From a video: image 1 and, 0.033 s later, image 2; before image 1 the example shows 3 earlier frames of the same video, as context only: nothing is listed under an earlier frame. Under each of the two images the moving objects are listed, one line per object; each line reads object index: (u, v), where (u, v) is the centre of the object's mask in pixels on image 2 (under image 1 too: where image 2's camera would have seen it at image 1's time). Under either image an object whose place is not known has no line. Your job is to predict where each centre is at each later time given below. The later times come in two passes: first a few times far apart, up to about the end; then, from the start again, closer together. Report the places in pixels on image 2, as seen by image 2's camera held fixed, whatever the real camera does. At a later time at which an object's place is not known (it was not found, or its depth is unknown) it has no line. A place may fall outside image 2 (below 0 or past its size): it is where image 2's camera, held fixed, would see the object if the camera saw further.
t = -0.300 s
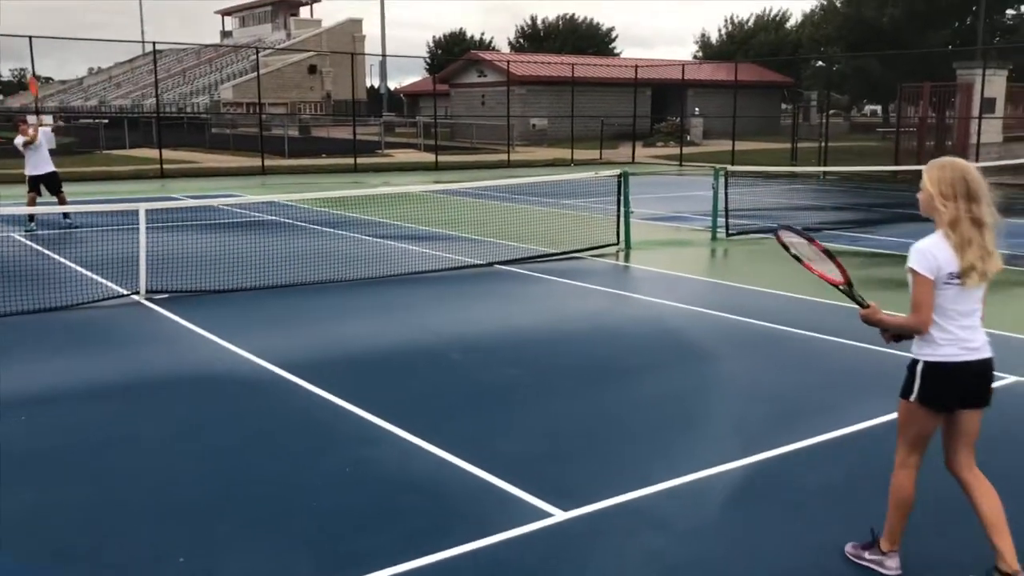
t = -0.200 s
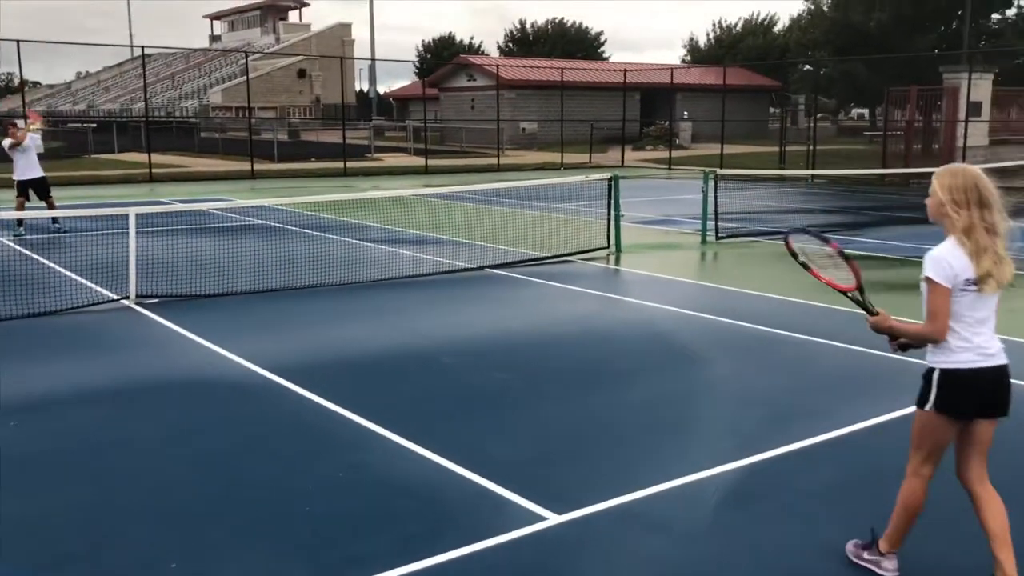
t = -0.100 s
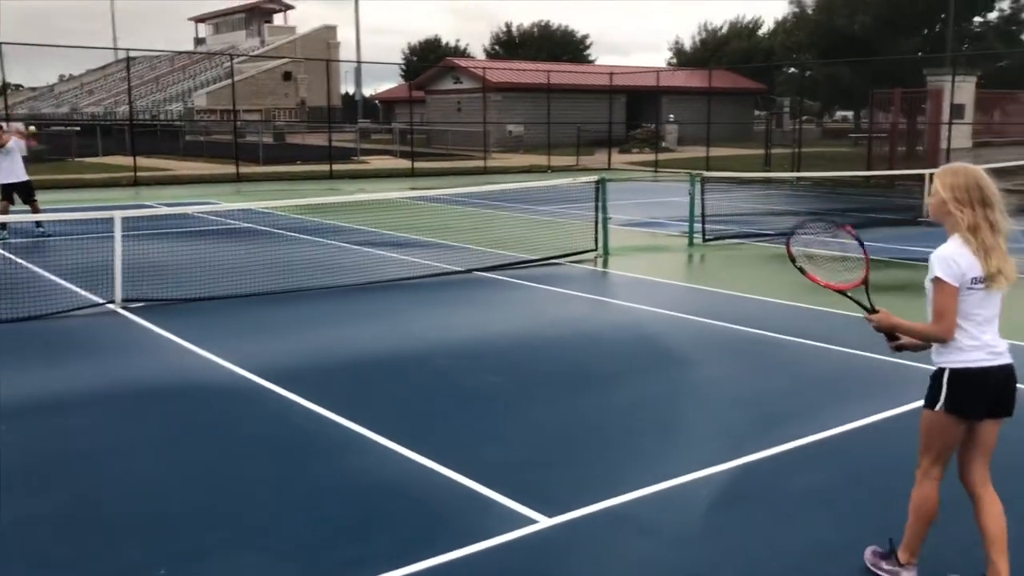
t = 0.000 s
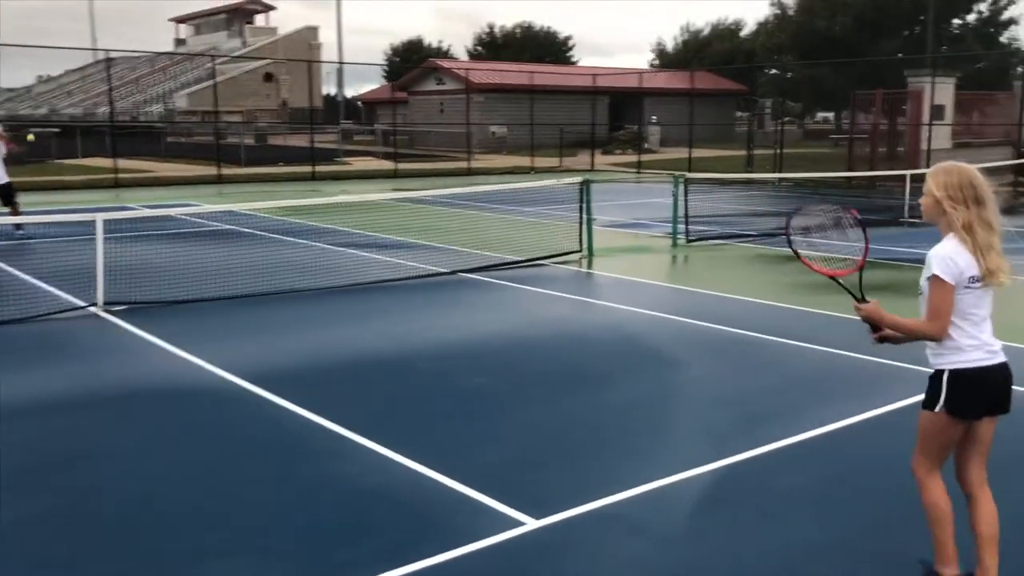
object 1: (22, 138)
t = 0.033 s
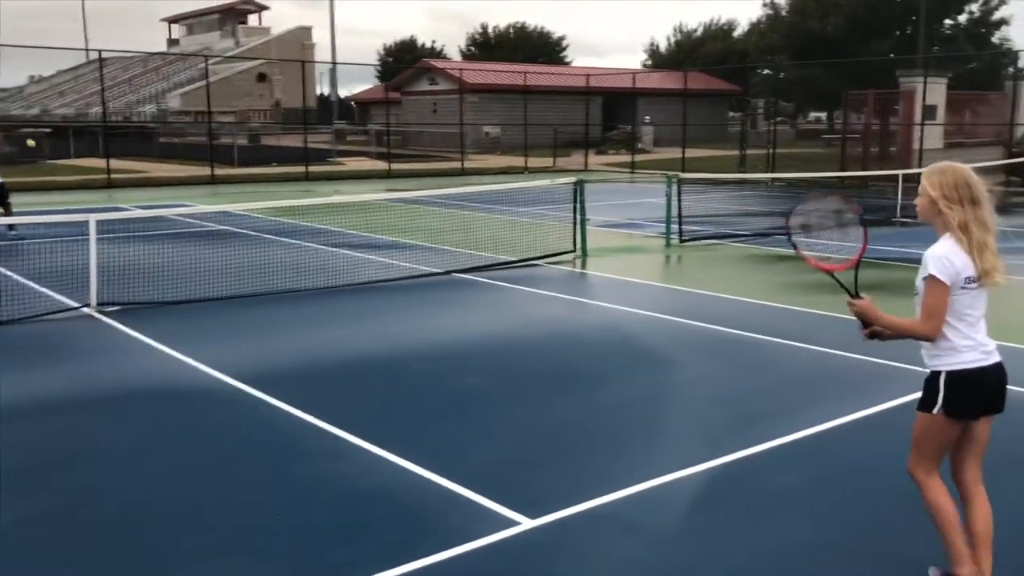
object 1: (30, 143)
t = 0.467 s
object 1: (176, 371)
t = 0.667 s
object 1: (242, 301)
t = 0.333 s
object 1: (123, 262)
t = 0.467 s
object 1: (176, 371)
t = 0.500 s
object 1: (186, 359)
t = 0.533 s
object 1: (196, 345)
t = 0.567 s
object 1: (206, 332)
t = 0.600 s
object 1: (217, 320)
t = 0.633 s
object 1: (229, 310)
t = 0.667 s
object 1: (242, 301)
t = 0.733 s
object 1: (269, 288)
